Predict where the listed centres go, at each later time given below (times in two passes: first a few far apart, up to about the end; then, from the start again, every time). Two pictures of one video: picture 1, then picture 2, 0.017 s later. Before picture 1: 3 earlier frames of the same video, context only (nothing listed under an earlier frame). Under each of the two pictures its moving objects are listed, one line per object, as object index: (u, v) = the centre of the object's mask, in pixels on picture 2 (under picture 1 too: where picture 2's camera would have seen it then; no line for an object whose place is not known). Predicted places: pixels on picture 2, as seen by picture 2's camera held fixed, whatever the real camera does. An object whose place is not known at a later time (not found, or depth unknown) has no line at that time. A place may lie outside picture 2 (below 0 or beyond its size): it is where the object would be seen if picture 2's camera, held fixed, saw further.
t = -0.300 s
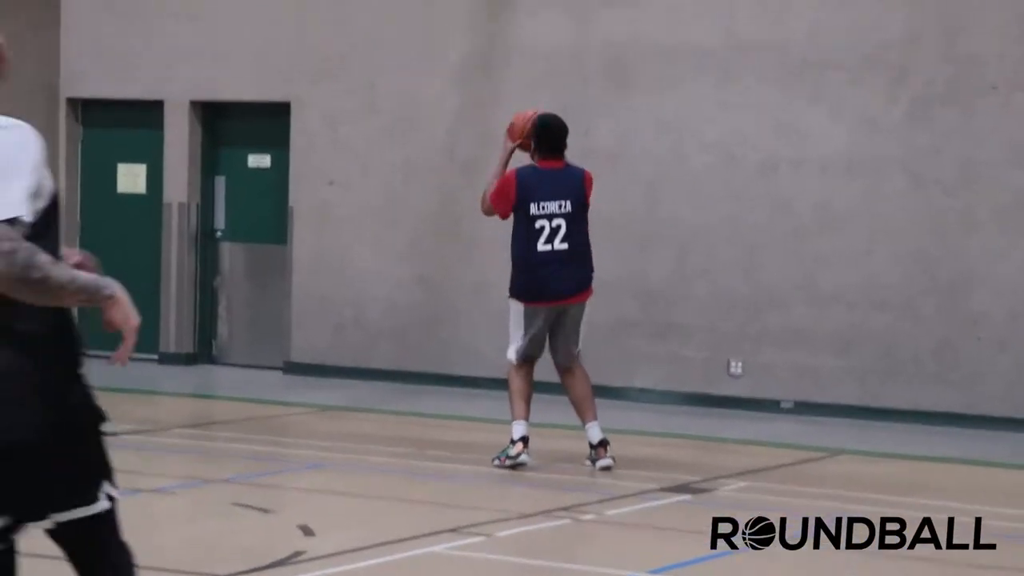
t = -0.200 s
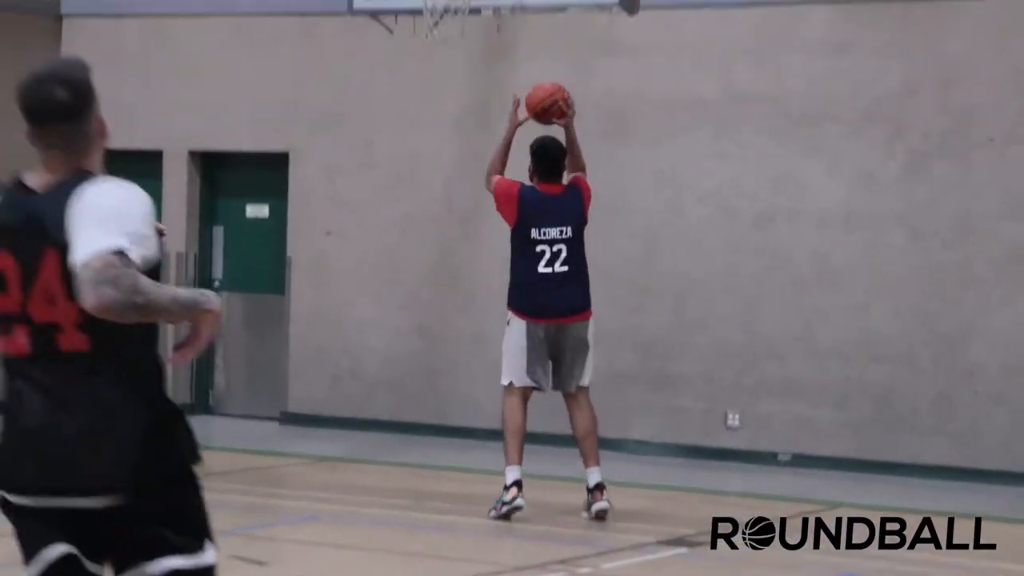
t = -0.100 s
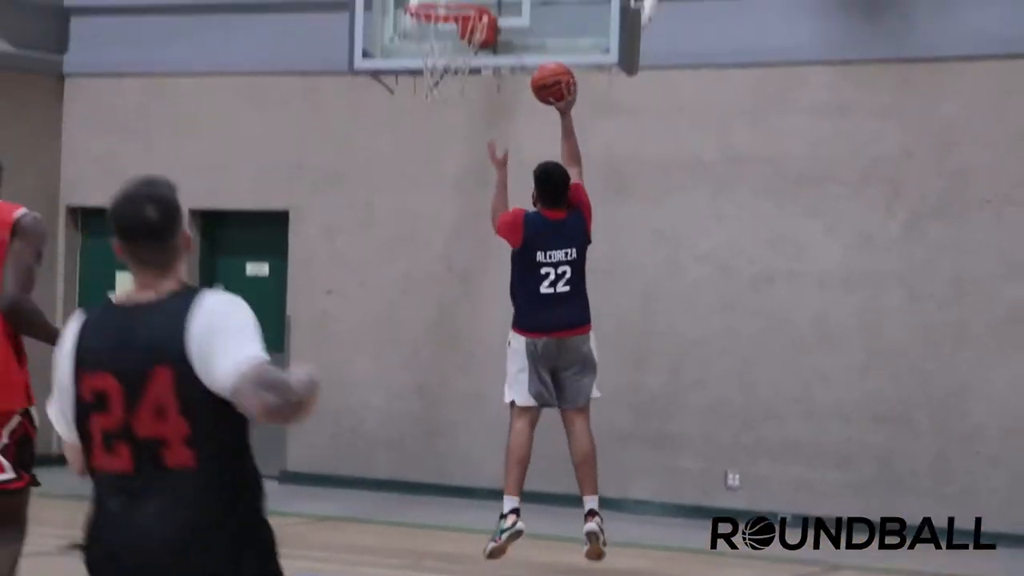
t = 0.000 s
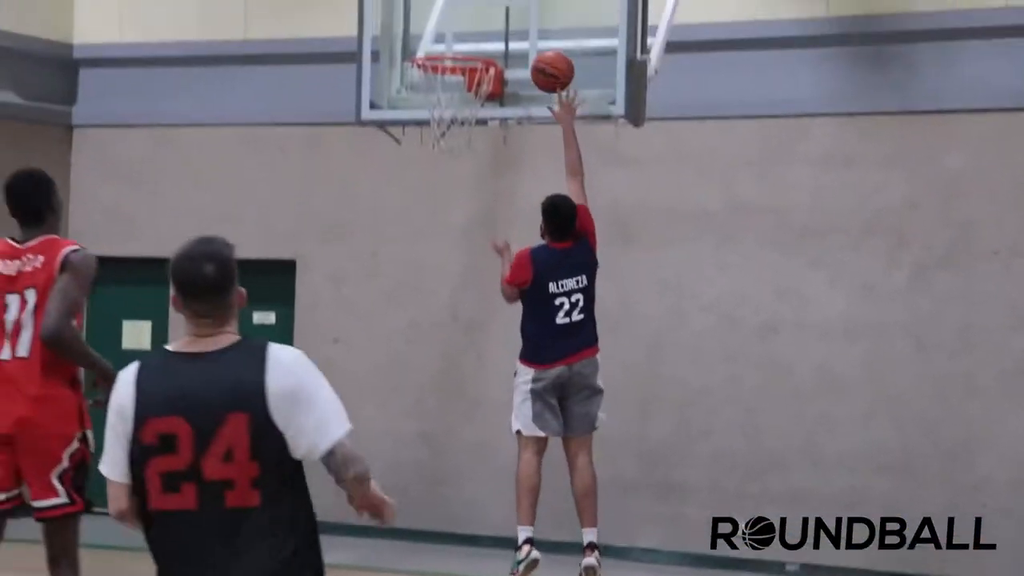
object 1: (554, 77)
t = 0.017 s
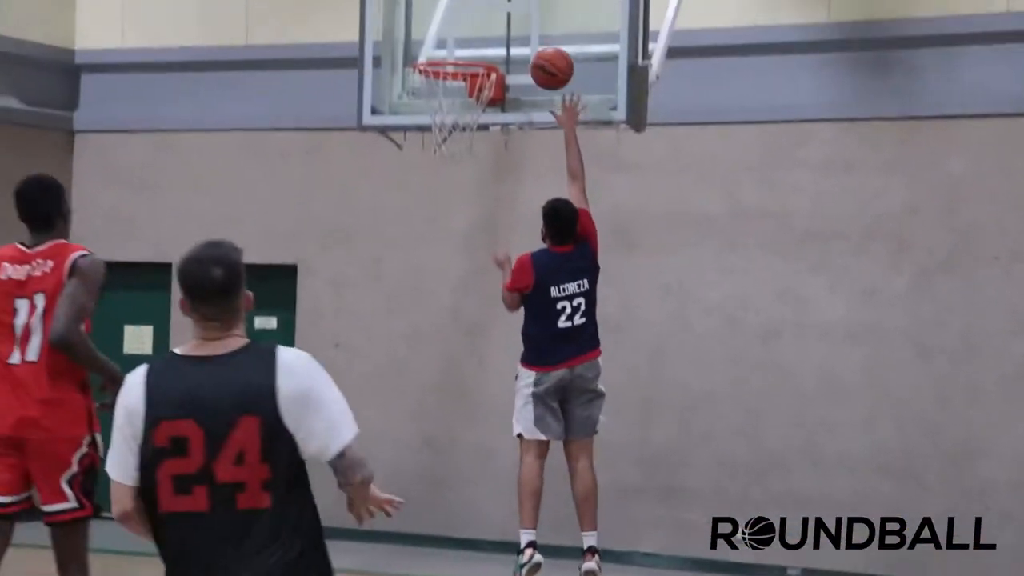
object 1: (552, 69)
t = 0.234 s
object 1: (524, 10)
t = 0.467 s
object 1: (467, 33)
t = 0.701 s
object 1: (427, 130)
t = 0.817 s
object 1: (427, 183)
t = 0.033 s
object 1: (550, 61)
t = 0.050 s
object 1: (548, 53)
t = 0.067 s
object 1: (546, 46)
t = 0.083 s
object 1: (544, 40)
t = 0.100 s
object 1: (542, 34)
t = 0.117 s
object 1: (540, 29)
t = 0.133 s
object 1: (538, 24)
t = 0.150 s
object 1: (536, 20)
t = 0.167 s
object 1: (534, 16)
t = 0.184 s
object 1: (532, 13)
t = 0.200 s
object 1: (530, 11)
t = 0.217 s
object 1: (528, 10)
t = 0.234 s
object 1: (524, 10)
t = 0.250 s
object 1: (520, 9)
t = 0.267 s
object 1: (516, 9)
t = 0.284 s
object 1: (512, 9)
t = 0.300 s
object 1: (508, 9)
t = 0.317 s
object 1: (503, 9)
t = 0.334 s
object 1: (499, 10)
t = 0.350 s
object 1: (495, 12)
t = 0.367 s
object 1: (491, 14)
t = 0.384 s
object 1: (487, 15)
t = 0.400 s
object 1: (483, 17)
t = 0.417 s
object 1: (479, 20)
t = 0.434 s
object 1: (475, 23)
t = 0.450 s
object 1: (471, 28)
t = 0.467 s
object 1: (467, 33)
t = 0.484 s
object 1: (463, 39)
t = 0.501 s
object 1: (459, 43)
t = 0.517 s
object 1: (454, 47)
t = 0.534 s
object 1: (449, 51)
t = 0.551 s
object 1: (444, 67)
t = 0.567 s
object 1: (439, 75)
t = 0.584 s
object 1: (436, 85)
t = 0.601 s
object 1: (433, 92)
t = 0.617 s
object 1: (431, 99)
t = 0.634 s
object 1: (429, 107)
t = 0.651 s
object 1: (427, 113)
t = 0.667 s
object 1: (427, 118)
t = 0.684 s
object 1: (427, 123)
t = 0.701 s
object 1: (427, 130)
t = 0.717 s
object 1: (426, 134)
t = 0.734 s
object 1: (427, 141)
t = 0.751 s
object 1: (426, 149)
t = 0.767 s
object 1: (427, 157)
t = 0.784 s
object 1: (427, 165)
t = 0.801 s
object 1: (427, 174)
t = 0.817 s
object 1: (427, 183)
